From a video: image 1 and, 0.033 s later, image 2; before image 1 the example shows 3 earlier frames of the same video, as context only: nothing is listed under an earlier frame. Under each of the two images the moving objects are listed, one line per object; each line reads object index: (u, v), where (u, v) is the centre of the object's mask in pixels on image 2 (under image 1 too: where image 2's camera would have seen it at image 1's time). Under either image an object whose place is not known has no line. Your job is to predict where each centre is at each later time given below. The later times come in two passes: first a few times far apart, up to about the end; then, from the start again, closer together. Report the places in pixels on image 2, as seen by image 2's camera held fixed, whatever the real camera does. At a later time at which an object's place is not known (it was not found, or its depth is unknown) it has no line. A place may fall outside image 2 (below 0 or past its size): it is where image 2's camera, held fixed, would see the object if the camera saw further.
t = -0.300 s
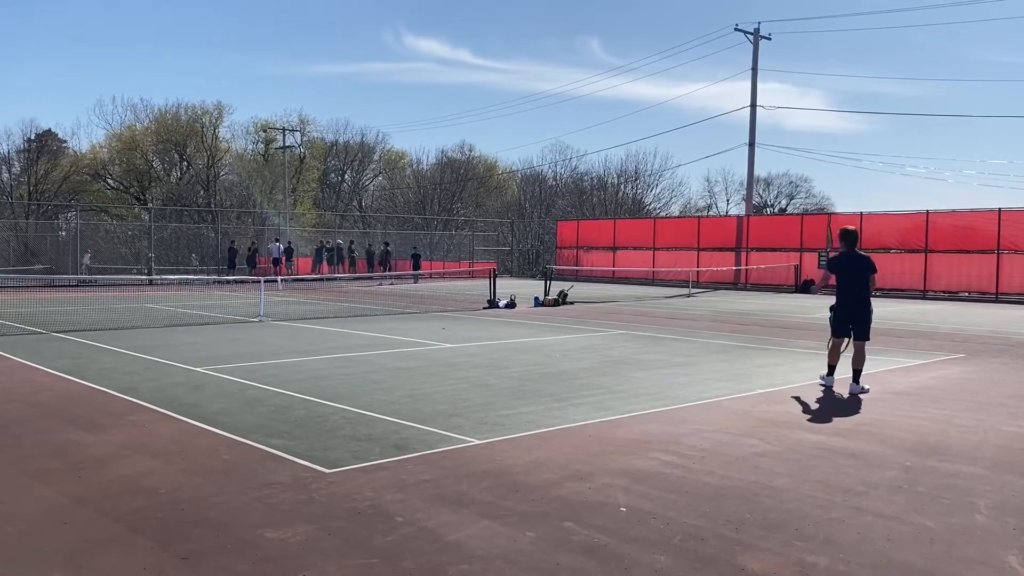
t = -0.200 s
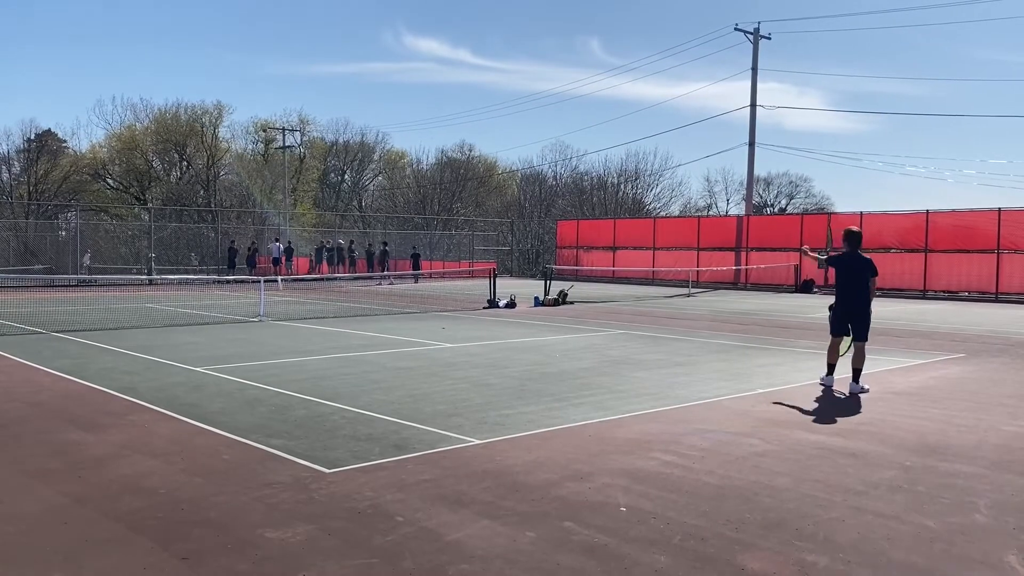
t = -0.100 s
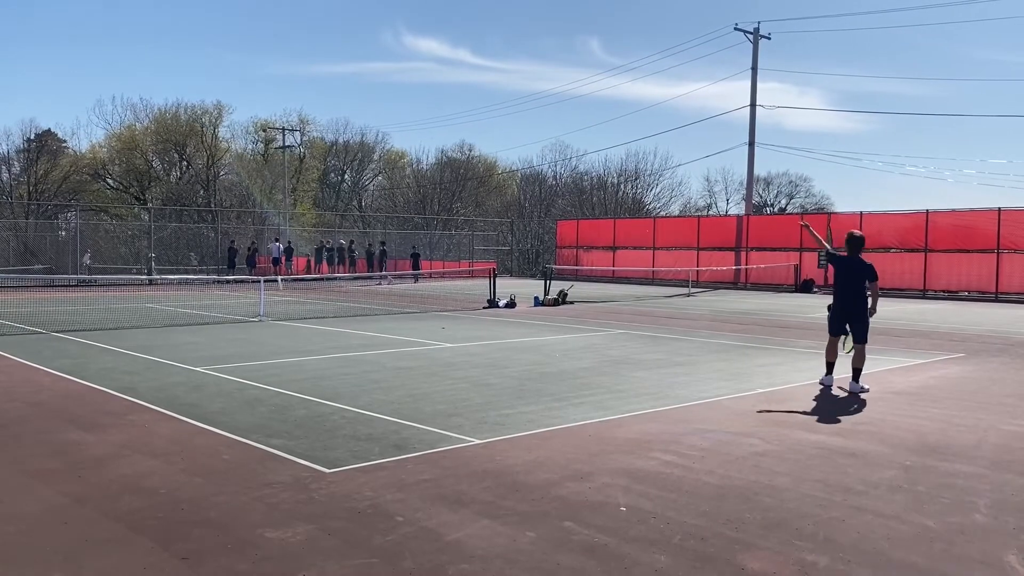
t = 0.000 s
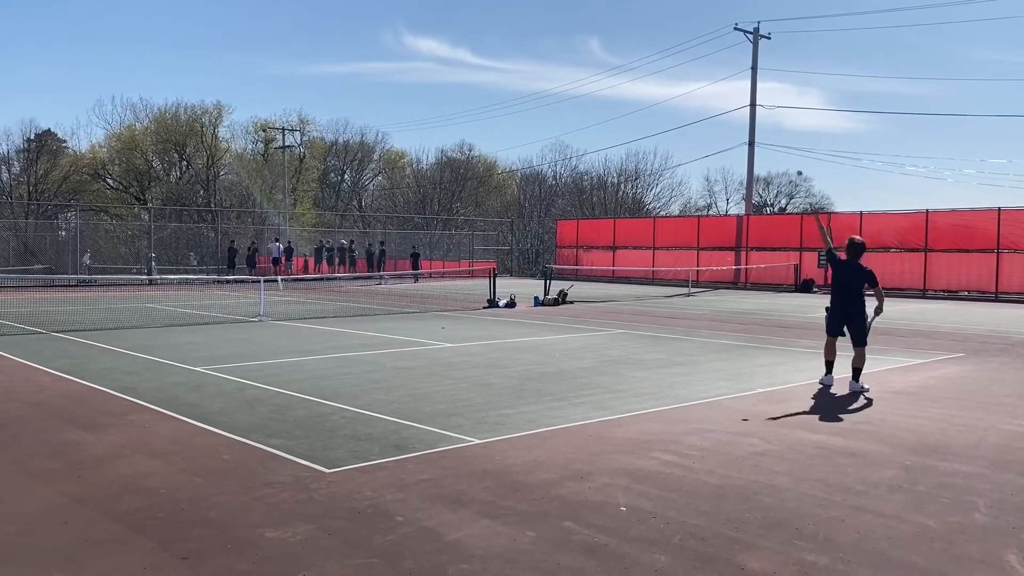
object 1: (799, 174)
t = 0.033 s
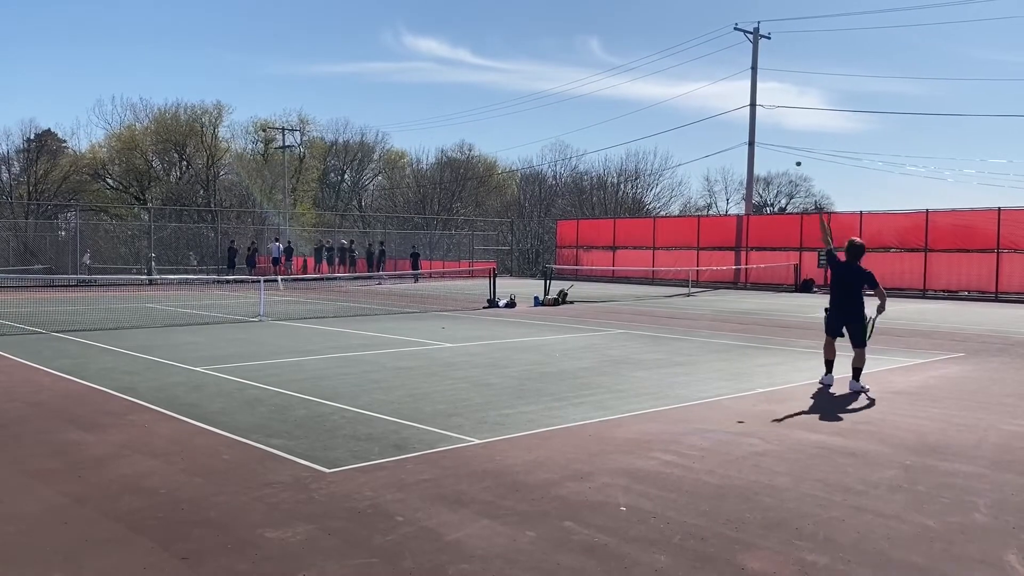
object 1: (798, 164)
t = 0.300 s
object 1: (790, 124)
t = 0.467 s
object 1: (785, 129)
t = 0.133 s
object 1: (795, 142)
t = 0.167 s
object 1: (794, 136)
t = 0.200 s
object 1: (793, 131)
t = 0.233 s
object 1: (792, 128)
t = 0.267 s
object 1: (791, 125)
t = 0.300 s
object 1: (790, 124)
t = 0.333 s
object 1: (789, 123)
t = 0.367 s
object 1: (788, 123)
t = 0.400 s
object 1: (787, 124)
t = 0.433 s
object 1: (786, 126)
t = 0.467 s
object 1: (785, 129)
